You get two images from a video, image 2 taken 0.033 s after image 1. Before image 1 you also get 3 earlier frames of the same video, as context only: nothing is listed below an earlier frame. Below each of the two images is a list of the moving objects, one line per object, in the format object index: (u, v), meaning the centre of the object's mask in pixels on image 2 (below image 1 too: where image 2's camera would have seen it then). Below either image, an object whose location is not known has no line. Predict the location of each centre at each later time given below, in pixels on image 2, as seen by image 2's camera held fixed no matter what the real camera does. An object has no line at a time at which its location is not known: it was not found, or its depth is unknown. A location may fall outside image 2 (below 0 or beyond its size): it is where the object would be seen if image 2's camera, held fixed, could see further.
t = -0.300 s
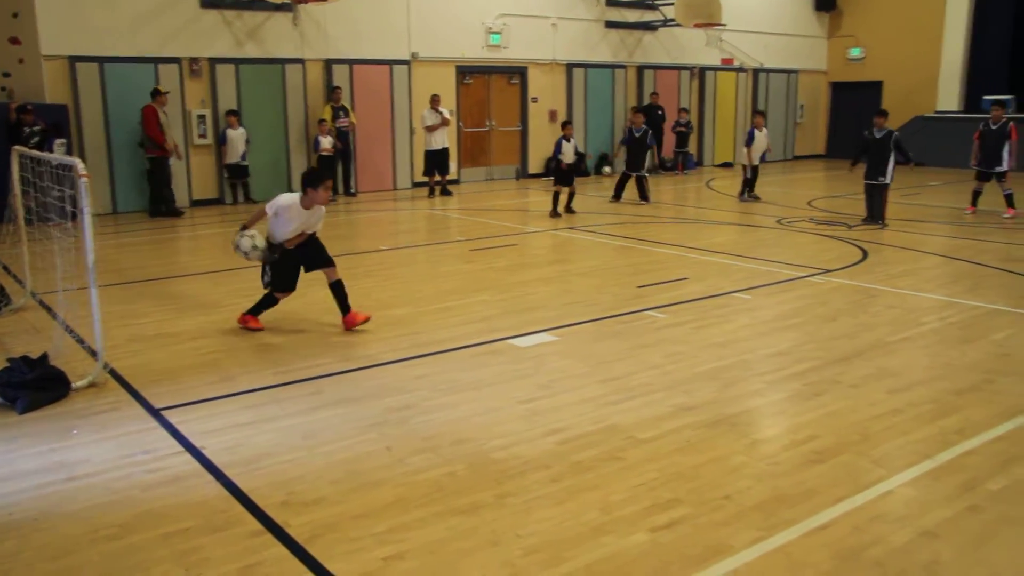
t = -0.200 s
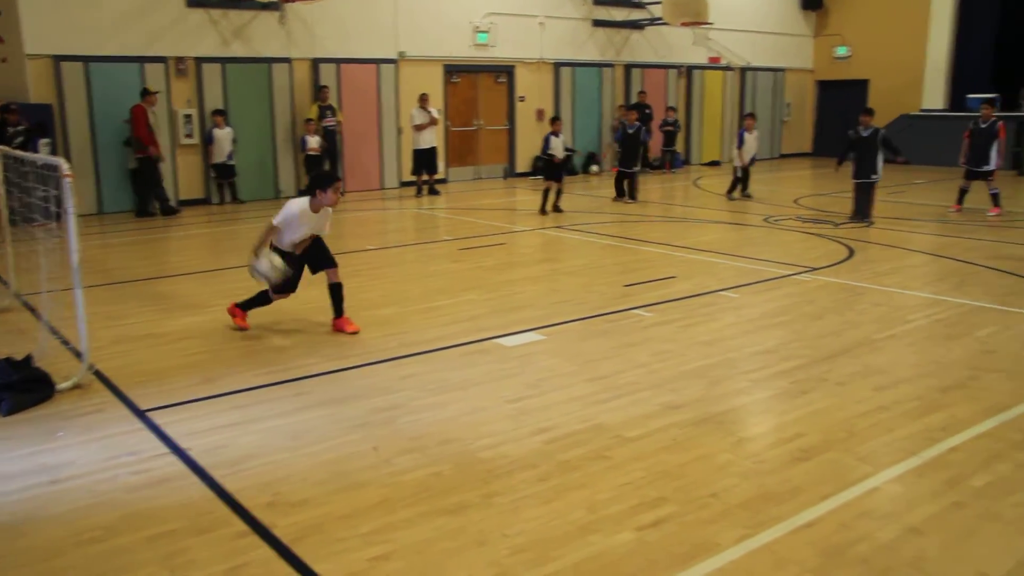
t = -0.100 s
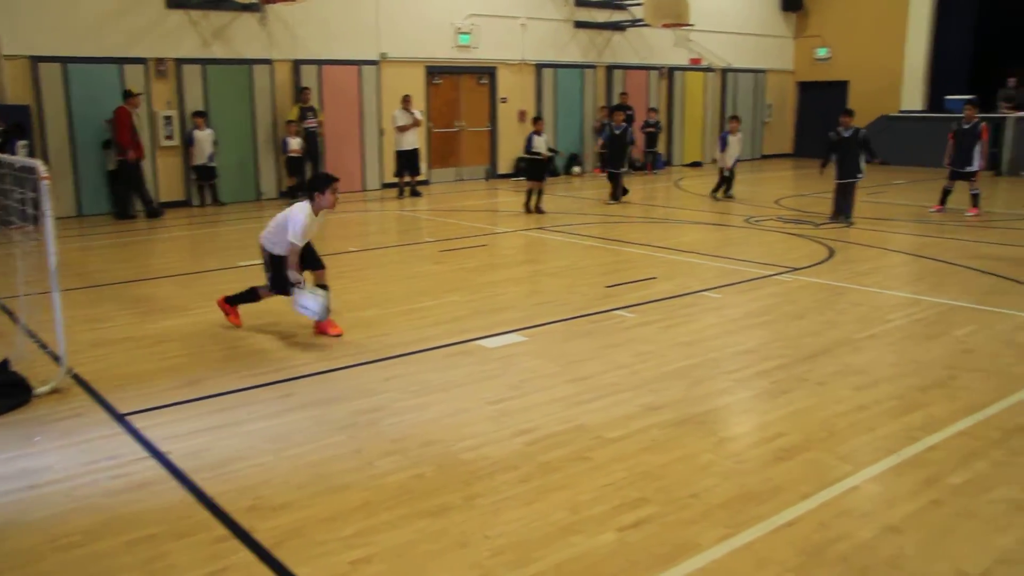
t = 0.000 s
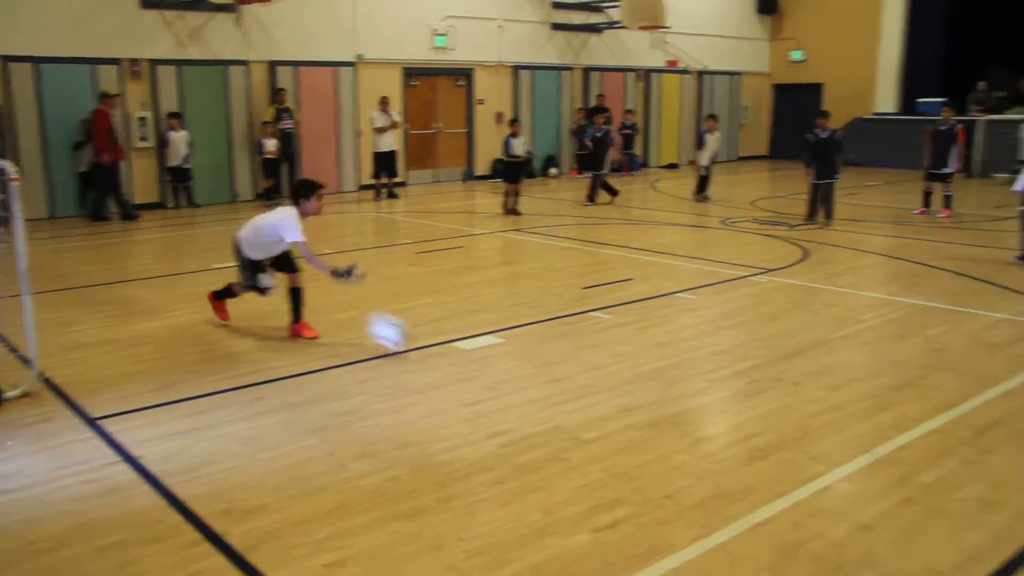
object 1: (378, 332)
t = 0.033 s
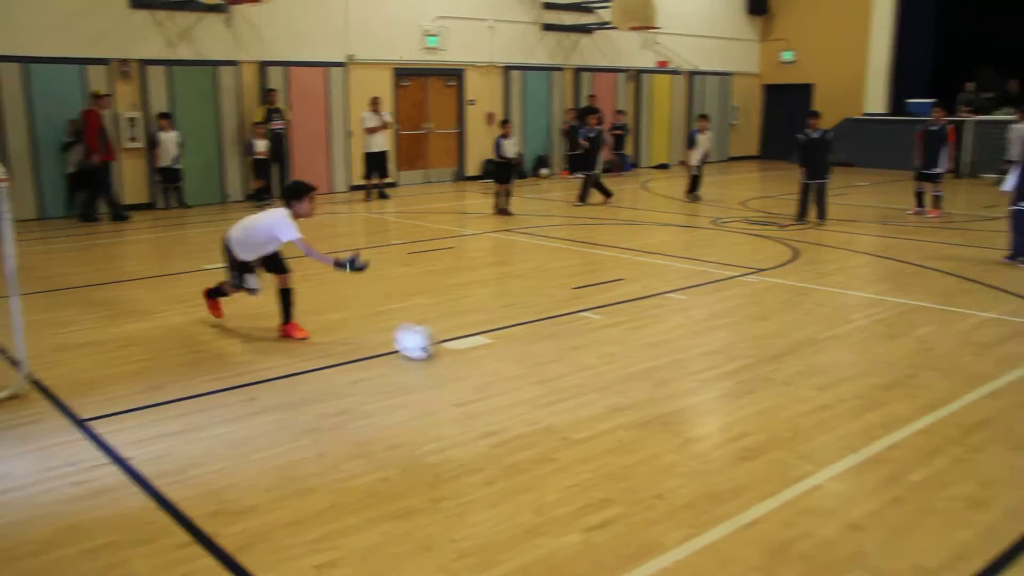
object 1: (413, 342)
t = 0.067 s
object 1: (444, 340)
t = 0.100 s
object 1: (472, 335)
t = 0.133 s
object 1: (501, 332)
